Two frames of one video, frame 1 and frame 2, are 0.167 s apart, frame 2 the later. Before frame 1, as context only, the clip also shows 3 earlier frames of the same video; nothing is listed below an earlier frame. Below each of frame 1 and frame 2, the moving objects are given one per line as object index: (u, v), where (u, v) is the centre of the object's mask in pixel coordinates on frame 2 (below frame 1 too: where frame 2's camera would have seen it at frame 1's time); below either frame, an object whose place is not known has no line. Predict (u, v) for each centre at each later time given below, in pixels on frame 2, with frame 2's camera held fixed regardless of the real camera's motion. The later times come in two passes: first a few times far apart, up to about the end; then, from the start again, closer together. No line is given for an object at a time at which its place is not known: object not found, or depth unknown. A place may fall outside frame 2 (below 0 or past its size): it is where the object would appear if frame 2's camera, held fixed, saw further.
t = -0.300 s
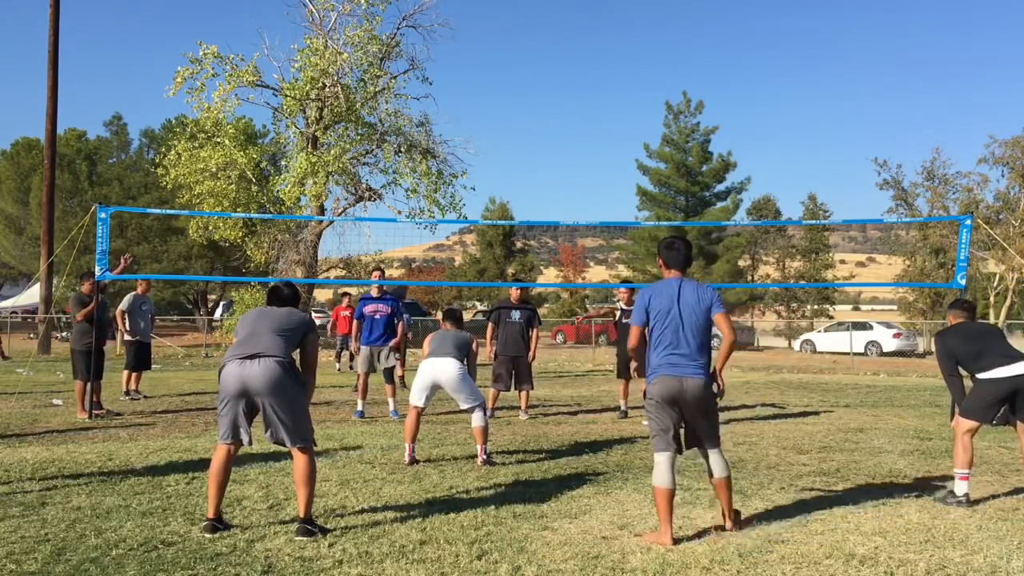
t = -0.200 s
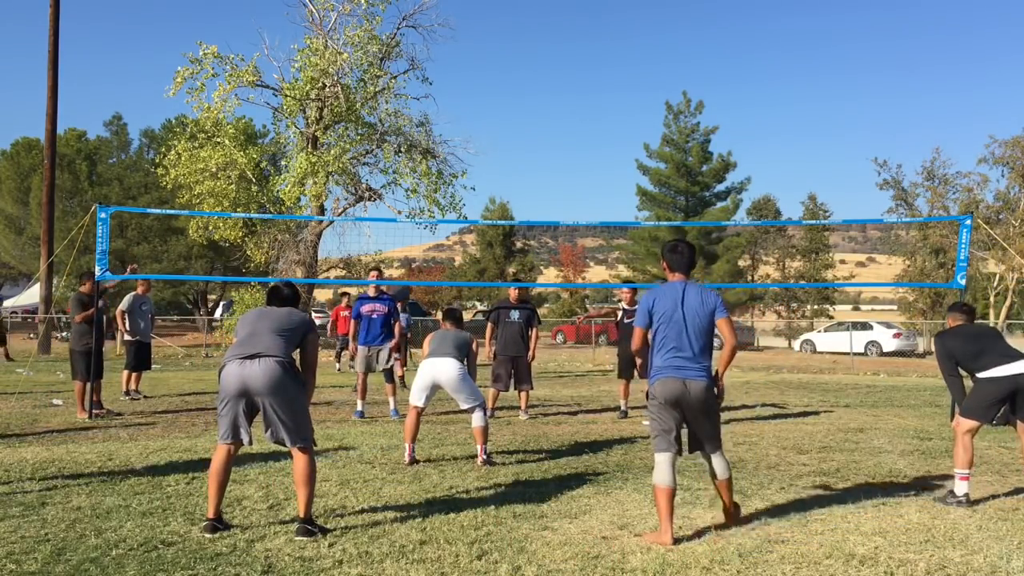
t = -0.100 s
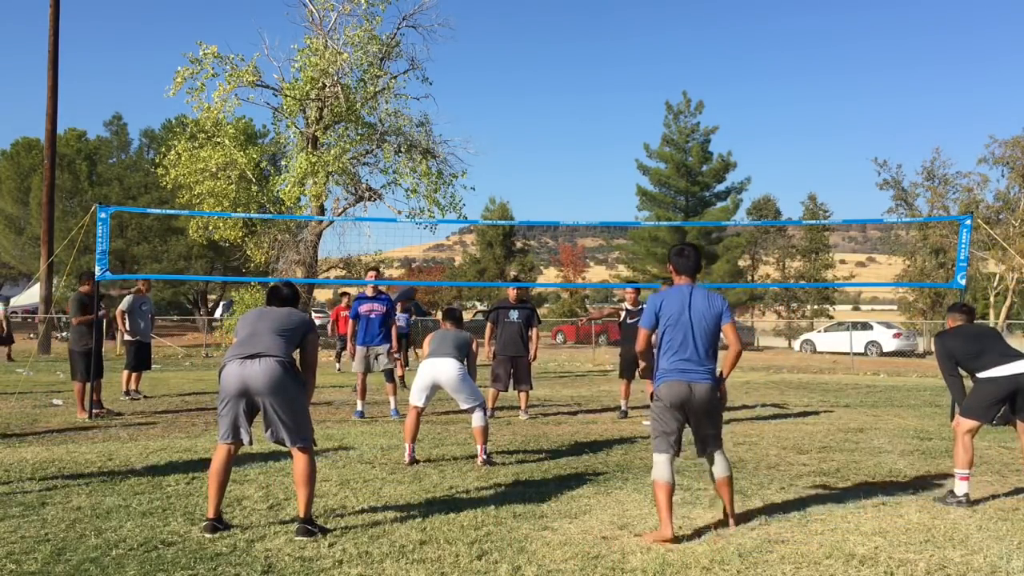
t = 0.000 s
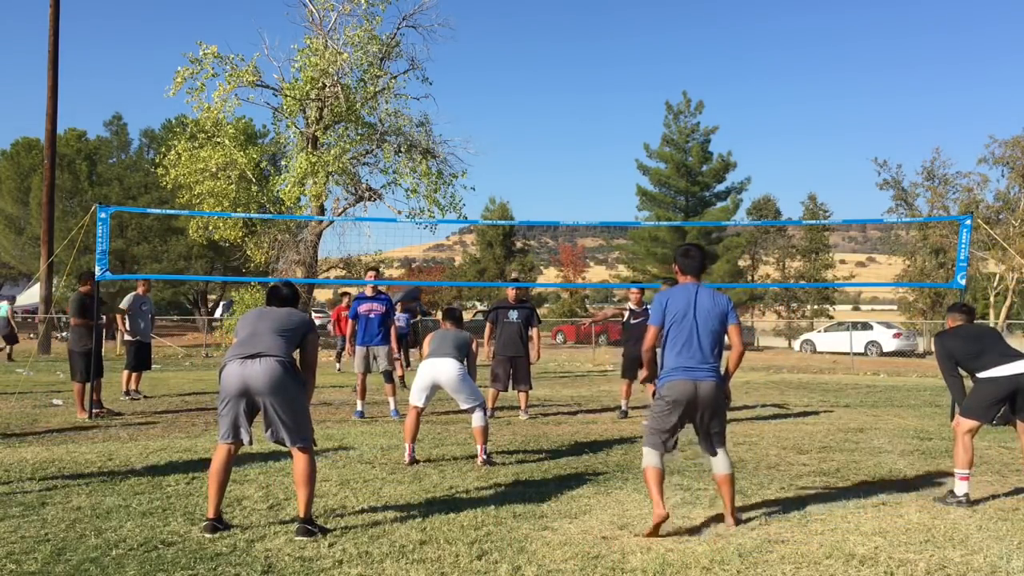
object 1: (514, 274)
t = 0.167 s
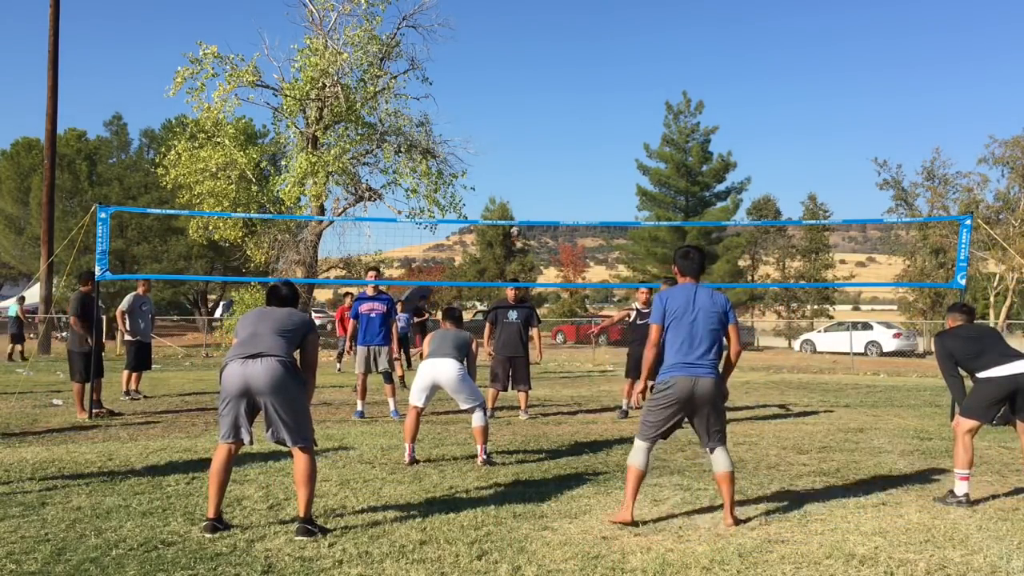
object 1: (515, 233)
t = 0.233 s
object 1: (517, 214)
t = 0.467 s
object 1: (524, 159)
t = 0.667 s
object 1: (534, 129)
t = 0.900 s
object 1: (550, 131)
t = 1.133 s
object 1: (573, 213)
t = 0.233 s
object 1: (517, 214)
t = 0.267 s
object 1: (518, 206)
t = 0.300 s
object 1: (519, 197)
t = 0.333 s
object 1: (520, 189)
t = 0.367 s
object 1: (522, 181)
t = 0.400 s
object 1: (522, 173)
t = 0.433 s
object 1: (524, 166)
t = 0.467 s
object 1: (524, 159)
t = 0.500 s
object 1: (526, 153)
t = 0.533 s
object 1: (526, 147)
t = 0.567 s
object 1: (528, 142)
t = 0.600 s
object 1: (530, 137)
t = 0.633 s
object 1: (532, 133)
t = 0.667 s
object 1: (534, 129)
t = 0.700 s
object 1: (537, 126)
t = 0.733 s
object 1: (539, 125)
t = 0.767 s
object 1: (541, 124)
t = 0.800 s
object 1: (543, 124)
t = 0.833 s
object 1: (545, 124)
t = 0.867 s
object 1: (547, 127)
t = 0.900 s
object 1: (550, 131)
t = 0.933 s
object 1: (552, 136)
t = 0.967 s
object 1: (554, 144)
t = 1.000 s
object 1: (557, 153)
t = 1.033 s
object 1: (560, 164)
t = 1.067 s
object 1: (564, 177)
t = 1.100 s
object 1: (568, 194)
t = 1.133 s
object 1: (573, 213)
